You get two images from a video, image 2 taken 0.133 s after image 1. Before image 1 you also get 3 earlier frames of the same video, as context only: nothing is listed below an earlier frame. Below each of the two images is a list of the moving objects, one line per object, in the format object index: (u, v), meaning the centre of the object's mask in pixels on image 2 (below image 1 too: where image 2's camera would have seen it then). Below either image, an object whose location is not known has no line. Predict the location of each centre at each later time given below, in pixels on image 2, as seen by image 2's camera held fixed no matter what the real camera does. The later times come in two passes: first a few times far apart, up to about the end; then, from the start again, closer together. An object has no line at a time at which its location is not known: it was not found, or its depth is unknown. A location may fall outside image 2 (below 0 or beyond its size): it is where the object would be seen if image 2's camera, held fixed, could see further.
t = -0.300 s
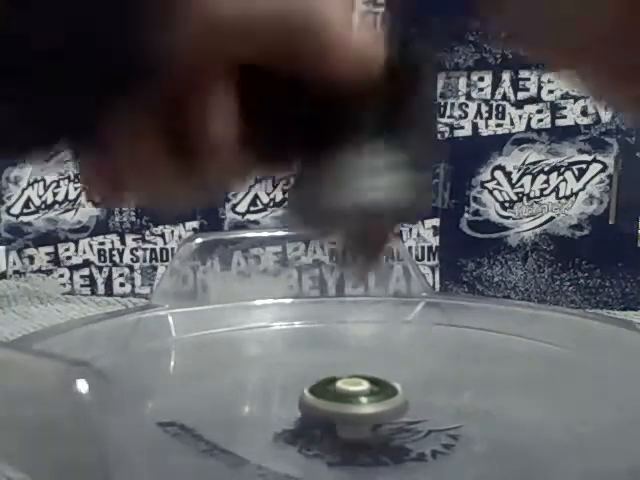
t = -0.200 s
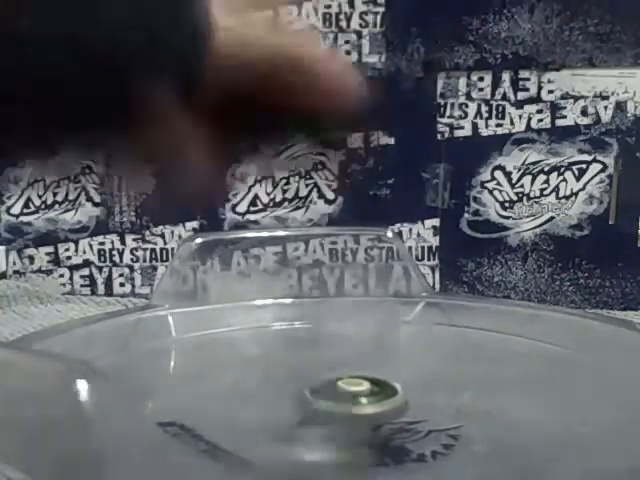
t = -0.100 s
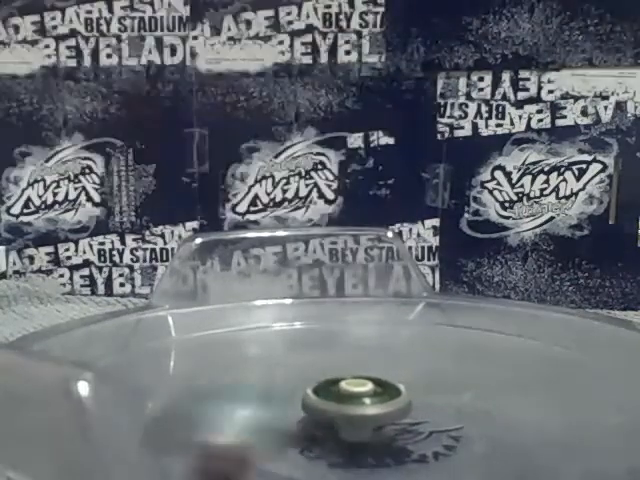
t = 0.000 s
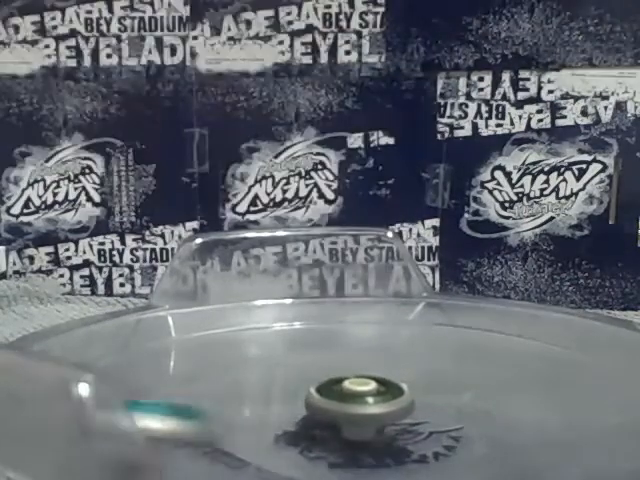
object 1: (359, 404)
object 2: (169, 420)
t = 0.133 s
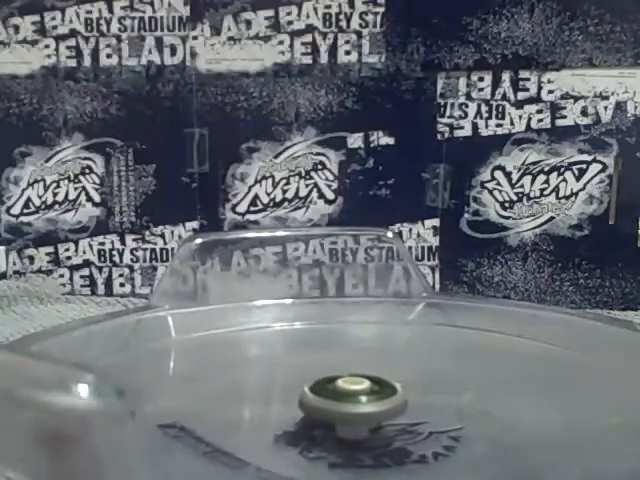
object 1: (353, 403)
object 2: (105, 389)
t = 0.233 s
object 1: (349, 402)
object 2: (77, 365)
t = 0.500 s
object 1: (343, 404)
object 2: (34, 335)
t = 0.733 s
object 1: (356, 403)
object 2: (58, 315)
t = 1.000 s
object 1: (354, 398)
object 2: (118, 299)
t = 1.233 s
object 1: (344, 396)
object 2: (164, 294)
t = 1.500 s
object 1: (350, 400)
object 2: (214, 296)
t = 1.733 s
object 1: (365, 399)
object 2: (267, 287)
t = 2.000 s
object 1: (359, 396)
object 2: (332, 284)
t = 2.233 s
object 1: (357, 400)
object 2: (386, 286)
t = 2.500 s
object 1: (374, 402)
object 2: (407, 305)
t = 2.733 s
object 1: (372, 401)
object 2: (432, 357)
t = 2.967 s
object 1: (248, 417)
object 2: (596, 327)
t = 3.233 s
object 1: (293, 427)
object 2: (556, 358)
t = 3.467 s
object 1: (319, 425)
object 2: (533, 393)
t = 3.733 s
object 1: (340, 424)
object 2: (535, 419)
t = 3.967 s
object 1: (345, 415)
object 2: (522, 428)
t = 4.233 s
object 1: (343, 408)
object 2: (472, 436)
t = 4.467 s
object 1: (337, 394)
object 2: (374, 439)
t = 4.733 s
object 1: (344, 394)
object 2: (256, 433)
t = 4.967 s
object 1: (351, 391)
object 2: (205, 425)
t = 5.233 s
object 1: (362, 390)
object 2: (215, 417)
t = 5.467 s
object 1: (373, 392)
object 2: (217, 388)
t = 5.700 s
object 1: (388, 393)
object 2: (199, 357)
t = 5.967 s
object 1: (400, 397)
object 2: (204, 353)
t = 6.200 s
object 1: (402, 401)
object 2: (257, 358)
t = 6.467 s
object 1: (400, 407)
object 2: (349, 345)
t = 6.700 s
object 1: (393, 414)
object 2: (370, 325)
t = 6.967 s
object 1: (382, 416)
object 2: (371, 340)
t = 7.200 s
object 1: (363, 415)
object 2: (432, 370)
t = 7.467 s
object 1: (340, 413)
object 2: (528, 374)
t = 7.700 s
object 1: (325, 410)
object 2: (544, 371)
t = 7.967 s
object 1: (316, 406)
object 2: (495, 396)
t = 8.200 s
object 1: (313, 400)
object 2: (466, 423)
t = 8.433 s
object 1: (319, 395)
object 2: (440, 434)
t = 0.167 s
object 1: (351, 403)
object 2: (100, 381)
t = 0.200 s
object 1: (350, 402)
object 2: (96, 373)
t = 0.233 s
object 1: (349, 402)
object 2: (77, 365)
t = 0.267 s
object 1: (348, 402)
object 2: (68, 360)
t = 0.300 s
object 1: (347, 402)
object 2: (55, 354)
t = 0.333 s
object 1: (346, 402)
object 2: (49, 349)
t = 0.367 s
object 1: (344, 402)
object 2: (46, 345)
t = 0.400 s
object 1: (343, 403)
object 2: (44, 344)
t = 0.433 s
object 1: (342, 404)
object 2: (40, 341)
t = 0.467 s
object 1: (343, 404)
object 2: (37, 338)
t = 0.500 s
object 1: (343, 404)
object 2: (34, 335)
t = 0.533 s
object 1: (345, 405)
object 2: (32, 330)
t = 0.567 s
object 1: (347, 405)
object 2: (35, 328)
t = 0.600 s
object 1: (350, 405)
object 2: (38, 326)
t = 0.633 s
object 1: (351, 405)
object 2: (43, 324)
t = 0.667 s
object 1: (353, 404)
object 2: (48, 321)
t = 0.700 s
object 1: (354, 404)
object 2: (53, 319)
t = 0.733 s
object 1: (356, 403)
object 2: (58, 315)
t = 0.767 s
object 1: (357, 403)
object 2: (62, 312)
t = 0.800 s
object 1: (358, 402)
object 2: (70, 310)
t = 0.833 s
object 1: (357, 401)
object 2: (77, 308)
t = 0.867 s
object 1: (357, 400)
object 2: (85, 306)
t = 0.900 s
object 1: (357, 400)
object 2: (92, 304)
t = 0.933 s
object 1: (356, 399)
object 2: (101, 302)
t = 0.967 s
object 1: (355, 399)
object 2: (110, 300)
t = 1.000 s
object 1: (354, 398)
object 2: (118, 299)
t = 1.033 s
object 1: (353, 398)
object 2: (125, 296)
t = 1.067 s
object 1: (352, 398)
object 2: (132, 294)
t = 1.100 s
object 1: (350, 397)
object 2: (141, 293)
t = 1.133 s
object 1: (349, 397)
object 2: (147, 291)
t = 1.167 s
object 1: (347, 396)
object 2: (155, 290)
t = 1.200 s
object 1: (346, 396)
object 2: (159, 292)
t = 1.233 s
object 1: (344, 396)
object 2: (164, 294)
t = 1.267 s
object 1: (344, 397)
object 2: (168, 295)
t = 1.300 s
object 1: (343, 397)
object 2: (175, 297)
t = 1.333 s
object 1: (343, 397)
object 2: (181, 298)
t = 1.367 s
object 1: (344, 398)
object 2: (187, 298)
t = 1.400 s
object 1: (345, 399)
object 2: (193, 298)
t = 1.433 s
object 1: (346, 400)
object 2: (200, 298)
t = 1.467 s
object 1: (348, 400)
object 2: (207, 298)
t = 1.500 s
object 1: (350, 400)
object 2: (214, 296)
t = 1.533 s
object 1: (353, 401)
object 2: (221, 295)
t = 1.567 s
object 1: (355, 401)
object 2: (228, 292)
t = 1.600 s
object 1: (357, 401)
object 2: (234, 290)
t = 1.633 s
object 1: (360, 401)
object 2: (242, 289)
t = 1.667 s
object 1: (362, 400)
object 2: (251, 288)
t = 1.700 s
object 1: (364, 400)
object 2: (260, 287)
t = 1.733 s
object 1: (365, 399)
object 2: (267, 287)
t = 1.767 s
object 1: (366, 399)
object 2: (275, 286)
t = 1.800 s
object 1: (366, 398)
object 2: (284, 286)
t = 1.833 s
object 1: (366, 398)
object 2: (292, 285)
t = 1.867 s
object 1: (365, 397)
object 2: (299, 285)
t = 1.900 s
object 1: (364, 397)
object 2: (308, 285)
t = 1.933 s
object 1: (362, 396)
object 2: (316, 284)
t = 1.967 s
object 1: (361, 396)
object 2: (323, 284)
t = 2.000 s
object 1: (359, 396)
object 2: (332, 284)
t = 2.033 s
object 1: (357, 396)
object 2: (340, 284)
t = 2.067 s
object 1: (355, 396)
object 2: (348, 284)
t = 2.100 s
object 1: (355, 397)
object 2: (357, 284)
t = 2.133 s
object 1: (354, 398)
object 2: (364, 284)
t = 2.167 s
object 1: (354, 398)
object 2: (373, 285)
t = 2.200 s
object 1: (355, 399)
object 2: (379, 285)
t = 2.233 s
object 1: (357, 400)
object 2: (386, 286)
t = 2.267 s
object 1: (358, 401)
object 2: (394, 287)
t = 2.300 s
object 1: (360, 402)
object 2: (398, 288)
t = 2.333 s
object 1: (363, 402)
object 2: (404, 289)
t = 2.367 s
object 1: (365, 403)
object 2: (409, 290)
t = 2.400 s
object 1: (368, 403)
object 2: (411, 292)
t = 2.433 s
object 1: (371, 404)
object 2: (413, 294)
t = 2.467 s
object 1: (372, 403)
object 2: (408, 299)
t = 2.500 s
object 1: (374, 402)
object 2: (407, 305)
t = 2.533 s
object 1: (374, 402)
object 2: (408, 312)
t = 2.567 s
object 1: (375, 402)
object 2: (410, 318)
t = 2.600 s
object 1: (375, 402)
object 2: (414, 326)
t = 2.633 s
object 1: (375, 401)
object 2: (417, 334)
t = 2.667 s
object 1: (375, 401)
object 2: (419, 341)
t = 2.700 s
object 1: (373, 400)
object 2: (424, 349)
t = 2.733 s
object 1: (372, 401)
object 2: (432, 357)
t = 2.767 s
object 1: (367, 401)
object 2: (455, 359)
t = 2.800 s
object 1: (326, 410)
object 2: (498, 350)
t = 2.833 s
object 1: (283, 418)
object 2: (536, 341)
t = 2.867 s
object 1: (260, 419)
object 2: (564, 334)
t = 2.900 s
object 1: (251, 419)
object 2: (587, 329)
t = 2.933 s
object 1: (246, 416)
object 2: (594, 327)
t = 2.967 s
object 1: (248, 417)
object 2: (596, 327)
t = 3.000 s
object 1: (253, 419)
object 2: (596, 328)
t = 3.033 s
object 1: (259, 422)
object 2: (595, 329)
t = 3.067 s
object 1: (265, 425)
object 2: (588, 335)
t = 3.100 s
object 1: (272, 426)
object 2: (579, 338)
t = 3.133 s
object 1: (278, 426)
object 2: (571, 343)
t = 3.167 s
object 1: (284, 427)
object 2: (564, 348)
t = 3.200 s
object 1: (289, 427)
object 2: (559, 353)
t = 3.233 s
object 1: (293, 427)
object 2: (556, 358)
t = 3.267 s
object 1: (298, 427)
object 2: (553, 364)
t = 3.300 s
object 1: (302, 427)
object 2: (549, 369)
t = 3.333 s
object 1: (305, 427)
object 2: (544, 374)
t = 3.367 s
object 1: (309, 427)
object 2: (541, 379)
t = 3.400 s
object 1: (312, 426)
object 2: (537, 384)
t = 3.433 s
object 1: (316, 426)
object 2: (535, 388)
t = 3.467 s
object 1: (319, 425)
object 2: (533, 393)
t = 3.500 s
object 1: (322, 425)
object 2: (532, 398)
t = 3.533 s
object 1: (325, 429)
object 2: (531, 402)
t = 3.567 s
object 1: (327, 429)
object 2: (531, 406)
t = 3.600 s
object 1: (330, 428)
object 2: (531, 409)
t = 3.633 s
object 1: (333, 427)
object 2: (533, 412)
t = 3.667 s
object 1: (336, 426)
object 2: (534, 415)
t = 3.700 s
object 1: (337, 425)
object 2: (534, 418)
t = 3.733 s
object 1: (340, 424)
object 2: (535, 419)
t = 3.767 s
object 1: (341, 423)
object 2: (535, 421)
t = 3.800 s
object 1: (343, 421)
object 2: (534, 422)
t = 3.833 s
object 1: (344, 420)
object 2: (534, 423)
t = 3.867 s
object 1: (344, 419)
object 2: (532, 424)
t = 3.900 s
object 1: (344, 418)
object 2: (529, 425)
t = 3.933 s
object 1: (345, 417)
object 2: (526, 426)
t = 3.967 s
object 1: (345, 415)
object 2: (522, 428)
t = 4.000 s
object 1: (345, 415)
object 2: (518, 429)
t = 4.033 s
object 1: (345, 414)
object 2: (512, 431)
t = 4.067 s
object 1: (345, 412)
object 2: (507, 432)
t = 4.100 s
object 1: (344, 412)
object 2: (500, 433)
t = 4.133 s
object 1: (344, 411)
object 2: (494, 434)
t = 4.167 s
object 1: (343, 409)
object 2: (488, 434)
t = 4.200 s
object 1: (343, 409)
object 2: (480, 435)
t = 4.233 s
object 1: (343, 408)
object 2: (472, 436)
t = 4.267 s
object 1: (343, 407)
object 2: (463, 436)
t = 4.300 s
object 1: (341, 405)
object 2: (449, 437)
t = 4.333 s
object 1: (341, 404)
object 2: (438, 438)
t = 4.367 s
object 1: (339, 402)
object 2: (422, 438)
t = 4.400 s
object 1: (338, 399)
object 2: (406, 439)
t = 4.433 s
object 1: (337, 396)
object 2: (389, 439)
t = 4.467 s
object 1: (337, 394)
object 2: (374, 439)
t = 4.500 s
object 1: (338, 392)
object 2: (358, 439)
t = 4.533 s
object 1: (339, 391)
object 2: (343, 438)
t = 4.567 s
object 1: (341, 390)
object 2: (330, 438)
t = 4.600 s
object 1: (342, 390)
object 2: (315, 437)
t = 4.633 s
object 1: (344, 391)
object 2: (300, 438)
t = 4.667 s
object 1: (345, 392)
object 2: (285, 436)
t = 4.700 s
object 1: (345, 394)
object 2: (269, 435)
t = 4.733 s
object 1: (344, 394)
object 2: (256, 433)
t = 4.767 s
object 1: (345, 393)
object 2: (244, 431)
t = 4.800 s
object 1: (346, 393)
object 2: (233, 430)
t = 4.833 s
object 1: (347, 392)
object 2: (221, 429)
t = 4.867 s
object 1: (348, 392)
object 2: (217, 428)
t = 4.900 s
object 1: (350, 391)
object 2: (211, 427)
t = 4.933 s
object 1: (351, 391)
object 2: (208, 425)
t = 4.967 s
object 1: (351, 391)
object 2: (205, 425)
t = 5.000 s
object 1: (353, 391)
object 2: (203, 424)
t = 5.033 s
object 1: (354, 390)
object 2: (202, 423)
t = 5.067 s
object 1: (355, 390)
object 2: (203, 422)
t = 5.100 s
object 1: (357, 390)
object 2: (204, 422)
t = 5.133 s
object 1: (358, 390)
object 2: (206, 422)
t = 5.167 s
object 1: (359, 390)
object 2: (210, 421)
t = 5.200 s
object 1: (361, 390)
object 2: (213, 419)
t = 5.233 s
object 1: (362, 390)
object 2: (215, 417)
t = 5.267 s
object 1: (363, 390)
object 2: (217, 415)
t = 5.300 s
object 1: (365, 390)
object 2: (219, 411)
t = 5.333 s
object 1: (366, 391)
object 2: (220, 407)
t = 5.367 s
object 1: (368, 391)
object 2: (221, 402)
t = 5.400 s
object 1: (370, 391)
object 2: (220, 398)
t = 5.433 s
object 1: (371, 392)
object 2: (219, 392)
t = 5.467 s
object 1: (373, 392)
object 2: (217, 388)
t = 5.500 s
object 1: (375, 392)
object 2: (216, 383)
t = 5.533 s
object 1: (376, 393)
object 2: (213, 378)
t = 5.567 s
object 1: (378, 393)
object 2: (211, 373)
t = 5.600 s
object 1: (379, 394)
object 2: (208, 369)
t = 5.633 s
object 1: (381, 394)
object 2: (205, 365)
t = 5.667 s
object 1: (383, 395)
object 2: (202, 361)
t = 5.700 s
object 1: (388, 393)
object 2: (199, 357)
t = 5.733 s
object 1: (390, 393)
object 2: (197, 354)
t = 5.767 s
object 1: (392, 394)
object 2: (196, 352)
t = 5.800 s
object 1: (393, 394)
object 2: (195, 351)
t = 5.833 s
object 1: (395, 395)
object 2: (196, 350)
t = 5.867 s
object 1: (396, 396)
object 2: (197, 350)
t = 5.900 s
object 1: (397, 396)
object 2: (199, 351)
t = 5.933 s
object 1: (399, 396)
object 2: (202, 352)
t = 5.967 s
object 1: (400, 397)
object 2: (204, 353)
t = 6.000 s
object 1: (400, 397)
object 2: (208, 353)
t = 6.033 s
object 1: (401, 398)
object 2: (212, 354)
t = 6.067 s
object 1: (402, 399)
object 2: (217, 355)
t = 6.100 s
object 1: (402, 399)
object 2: (224, 356)
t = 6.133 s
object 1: (403, 400)
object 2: (234, 358)
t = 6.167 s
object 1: (402, 400)
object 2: (245, 358)
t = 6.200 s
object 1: (402, 401)
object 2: (257, 358)
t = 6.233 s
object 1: (402, 403)
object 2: (270, 358)
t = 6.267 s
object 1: (401, 403)
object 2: (283, 358)
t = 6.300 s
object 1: (402, 404)
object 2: (296, 357)
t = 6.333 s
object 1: (401, 405)
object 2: (308, 355)
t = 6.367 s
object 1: (401, 405)
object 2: (319, 354)
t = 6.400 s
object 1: (401, 406)
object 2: (329, 351)
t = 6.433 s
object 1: (400, 407)
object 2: (338, 348)
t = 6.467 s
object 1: (400, 407)
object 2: (349, 345)
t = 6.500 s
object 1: (400, 407)
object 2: (356, 342)
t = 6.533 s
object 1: (399, 408)
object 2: (363, 338)
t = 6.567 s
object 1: (398, 409)
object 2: (368, 335)
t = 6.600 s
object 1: (398, 409)
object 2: (371, 331)
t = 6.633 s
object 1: (397, 410)
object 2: (372, 329)
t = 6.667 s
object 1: (397, 410)
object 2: (371, 326)
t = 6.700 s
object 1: (393, 414)
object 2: (370, 325)
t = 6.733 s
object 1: (392, 414)
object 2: (369, 324)
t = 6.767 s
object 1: (390, 415)
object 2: (368, 325)
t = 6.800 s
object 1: (389, 415)
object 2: (367, 326)
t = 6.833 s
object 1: (387, 415)
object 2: (367, 327)
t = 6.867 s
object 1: (386, 415)
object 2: (367, 329)
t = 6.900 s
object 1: (385, 415)
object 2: (367, 332)
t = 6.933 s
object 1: (383, 415)
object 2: (368, 335)
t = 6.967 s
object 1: (382, 416)
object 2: (371, 340)
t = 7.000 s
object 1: (379, 415)
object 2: (376, 344)
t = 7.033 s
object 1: (378, 415)
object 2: (382, 349)
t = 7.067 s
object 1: (376, 415)
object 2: (390, 354)
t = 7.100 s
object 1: (373, 415)
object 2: (398, 359)
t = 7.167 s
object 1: (368, 415)
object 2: (420, 366)
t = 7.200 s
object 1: (363, 415)
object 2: (432, 370)
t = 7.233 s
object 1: (361, 415)
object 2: (444, 371)
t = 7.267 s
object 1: (358, 415)
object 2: (458, 375)
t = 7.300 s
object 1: (354, 414)
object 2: (470, 375)
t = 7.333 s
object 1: (351, 414)
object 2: (483, 376)
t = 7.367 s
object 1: (348, 414)
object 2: (496, 376)
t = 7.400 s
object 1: (346, 414)
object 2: (507, 375)
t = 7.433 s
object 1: (344, 414)
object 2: (517, 375)
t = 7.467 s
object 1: (340, 413)
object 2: (528, 374)
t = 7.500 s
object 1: (338, 412)
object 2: (536, 373)
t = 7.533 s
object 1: (335, 412)
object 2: (542, 373)
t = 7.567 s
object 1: (333, 412)
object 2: (547, 372)
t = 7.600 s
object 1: (331, 412)
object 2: (548, 371)
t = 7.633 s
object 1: (330, 411)
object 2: (548, 371)
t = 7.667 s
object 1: (328, 411)
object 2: (547, 370)
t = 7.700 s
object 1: (325, 410)
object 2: (544, 371)
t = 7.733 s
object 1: (324, 410)
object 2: (540, 372)
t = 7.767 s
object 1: (323, 409)
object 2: (535, 373)
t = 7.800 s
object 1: (320, 408)
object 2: (530, 375)
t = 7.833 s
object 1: (318, 408)
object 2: (523, 378)
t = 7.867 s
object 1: (318, 407)
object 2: (517, 382)
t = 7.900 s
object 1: (317, 407)
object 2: (510, 386)
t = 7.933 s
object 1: (316, 406)
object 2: (502, 391)
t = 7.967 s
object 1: (316, 406)
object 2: (495, 396)
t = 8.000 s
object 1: (315, 405)
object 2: (488, 401)
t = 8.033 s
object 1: (314, 404)
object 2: (483, 405)
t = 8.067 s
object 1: (314, 403)
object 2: (479, 409)
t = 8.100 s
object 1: (313, 403)
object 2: (476, 413)
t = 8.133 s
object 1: (313, 402)
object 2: (473, 417)
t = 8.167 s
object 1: (313, 401)
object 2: (470, 419)
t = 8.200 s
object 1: (313, 400)
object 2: (466, 423)
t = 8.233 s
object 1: (314, 400)
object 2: (461, 426)
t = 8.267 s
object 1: (314, 399)
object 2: (458, 428)
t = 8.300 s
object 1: (315, 398)
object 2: (456, 430)
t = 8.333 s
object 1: (316, 397)
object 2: (453, 431)
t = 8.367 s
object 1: (318, 396)
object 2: (449, 432)
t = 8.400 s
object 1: (318, 395)
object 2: (445, 433)
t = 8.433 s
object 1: (319, 395)
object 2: (440, 434)
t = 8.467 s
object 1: (320, 394)
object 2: (434, 435)
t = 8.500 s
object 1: (322, 394)
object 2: (428, 436)
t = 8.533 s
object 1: (323, 393)
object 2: (422, 436)
